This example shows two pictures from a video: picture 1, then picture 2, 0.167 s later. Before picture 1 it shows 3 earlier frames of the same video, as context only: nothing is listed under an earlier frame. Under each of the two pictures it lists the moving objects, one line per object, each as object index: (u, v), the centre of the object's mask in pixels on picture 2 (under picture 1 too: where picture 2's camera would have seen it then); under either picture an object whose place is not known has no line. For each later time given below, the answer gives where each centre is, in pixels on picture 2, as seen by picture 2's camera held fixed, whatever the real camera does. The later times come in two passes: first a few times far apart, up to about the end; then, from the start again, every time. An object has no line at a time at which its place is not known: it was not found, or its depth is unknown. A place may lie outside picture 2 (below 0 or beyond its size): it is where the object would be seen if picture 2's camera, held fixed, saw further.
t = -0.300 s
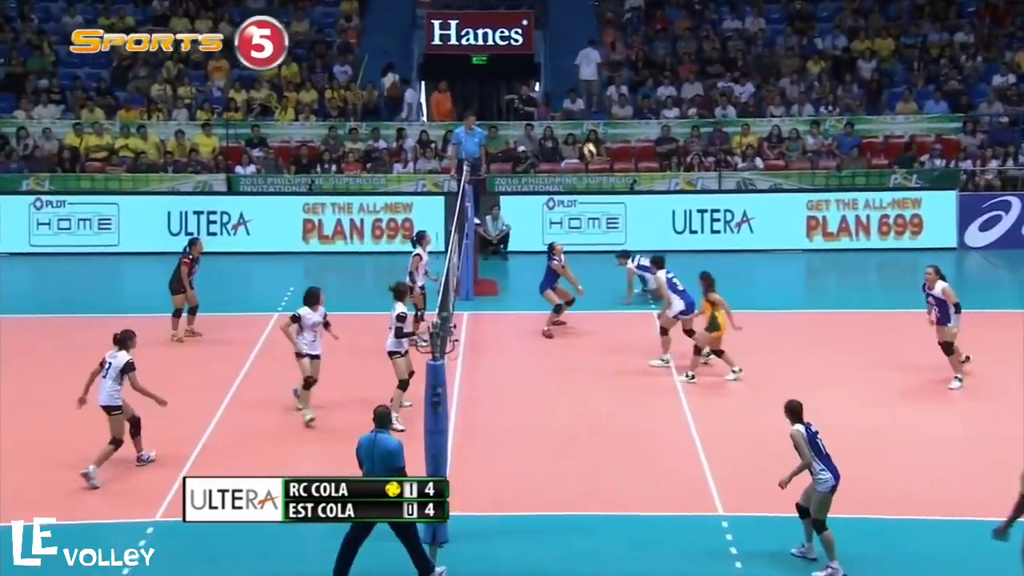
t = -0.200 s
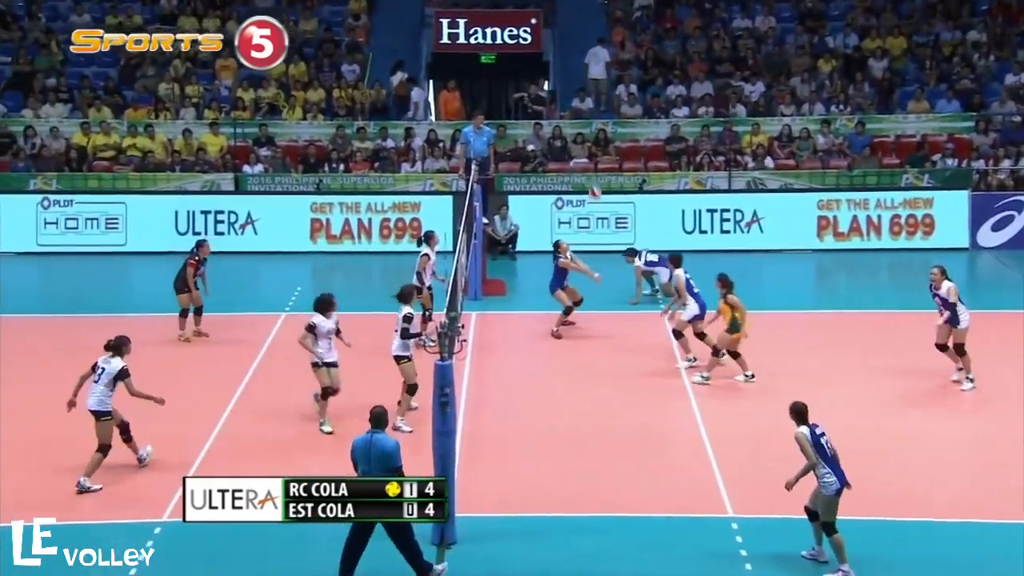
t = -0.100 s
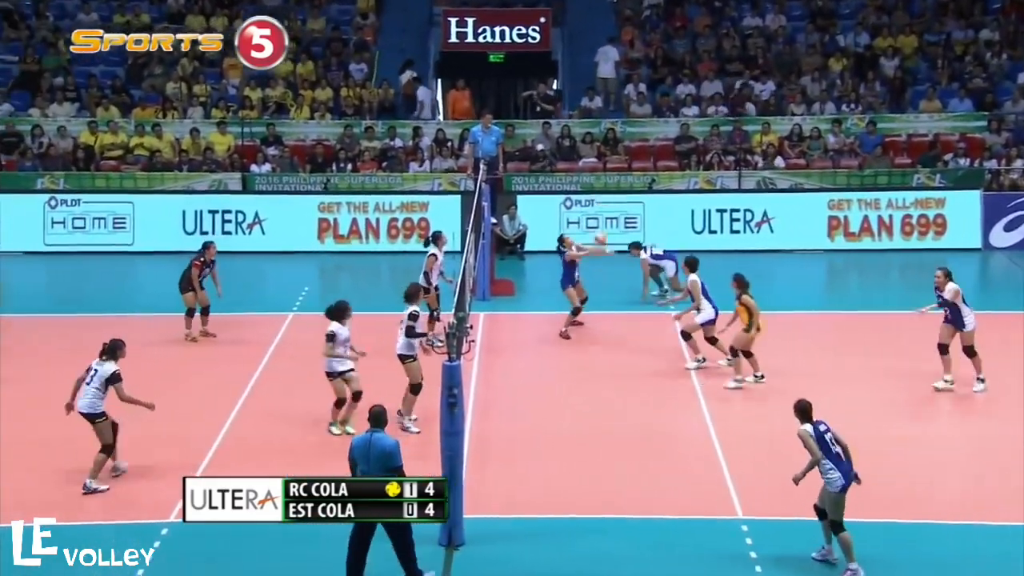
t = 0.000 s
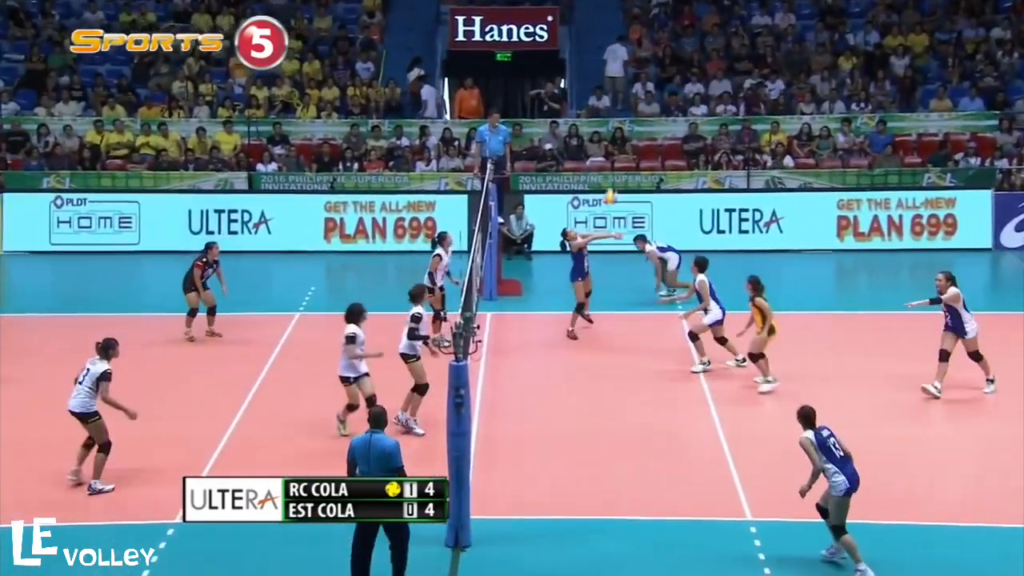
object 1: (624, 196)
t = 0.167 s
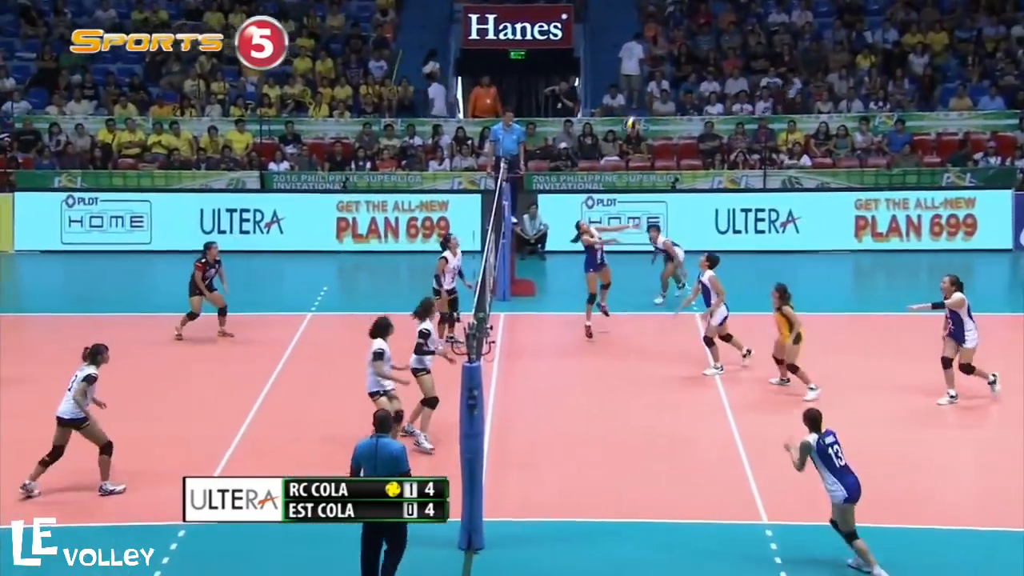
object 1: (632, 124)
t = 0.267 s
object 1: (634, 87)
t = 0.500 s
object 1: (645, 30)
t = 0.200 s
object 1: (631, 110)
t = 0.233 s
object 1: (633, 99)
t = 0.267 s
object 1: (634, 87)
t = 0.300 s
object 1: (636, 76)
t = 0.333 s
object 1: (638, 67)
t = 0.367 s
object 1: (639, 57)
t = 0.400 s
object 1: (641, 49)
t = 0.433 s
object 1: (643, 42)
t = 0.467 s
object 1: (644, 35)
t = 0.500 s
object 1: (645, 30)
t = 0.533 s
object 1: (646, 26)
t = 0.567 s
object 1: (648, 21)
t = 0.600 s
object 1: (648, 18)
